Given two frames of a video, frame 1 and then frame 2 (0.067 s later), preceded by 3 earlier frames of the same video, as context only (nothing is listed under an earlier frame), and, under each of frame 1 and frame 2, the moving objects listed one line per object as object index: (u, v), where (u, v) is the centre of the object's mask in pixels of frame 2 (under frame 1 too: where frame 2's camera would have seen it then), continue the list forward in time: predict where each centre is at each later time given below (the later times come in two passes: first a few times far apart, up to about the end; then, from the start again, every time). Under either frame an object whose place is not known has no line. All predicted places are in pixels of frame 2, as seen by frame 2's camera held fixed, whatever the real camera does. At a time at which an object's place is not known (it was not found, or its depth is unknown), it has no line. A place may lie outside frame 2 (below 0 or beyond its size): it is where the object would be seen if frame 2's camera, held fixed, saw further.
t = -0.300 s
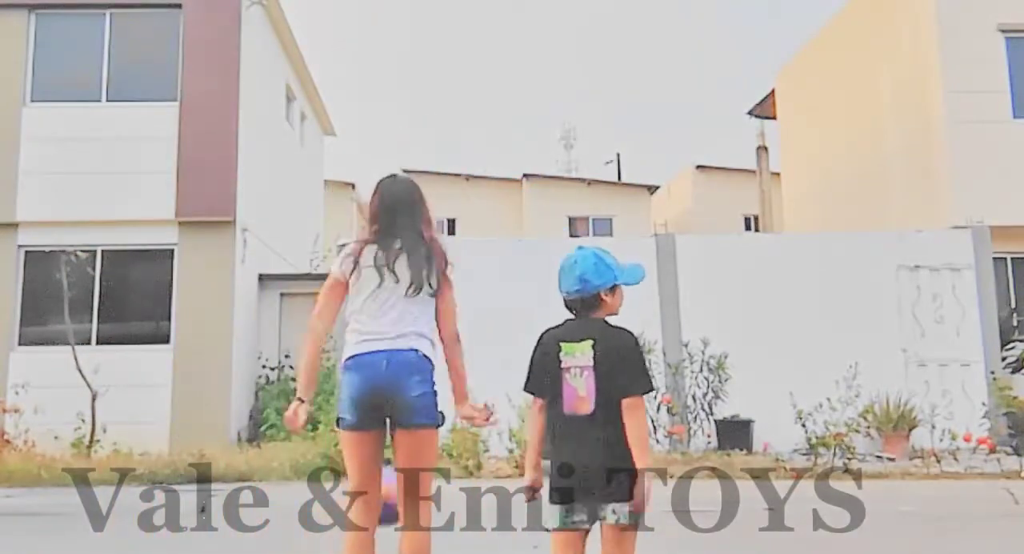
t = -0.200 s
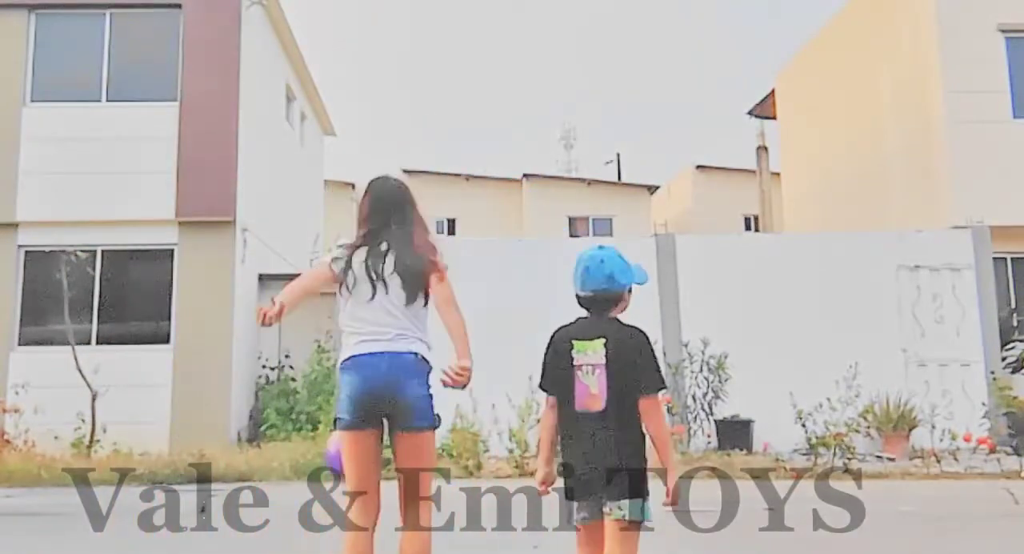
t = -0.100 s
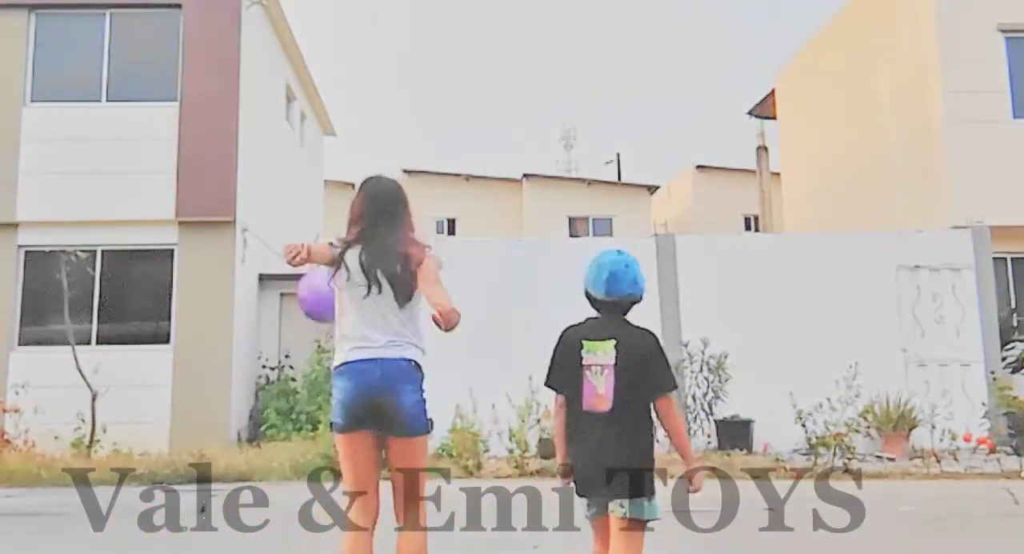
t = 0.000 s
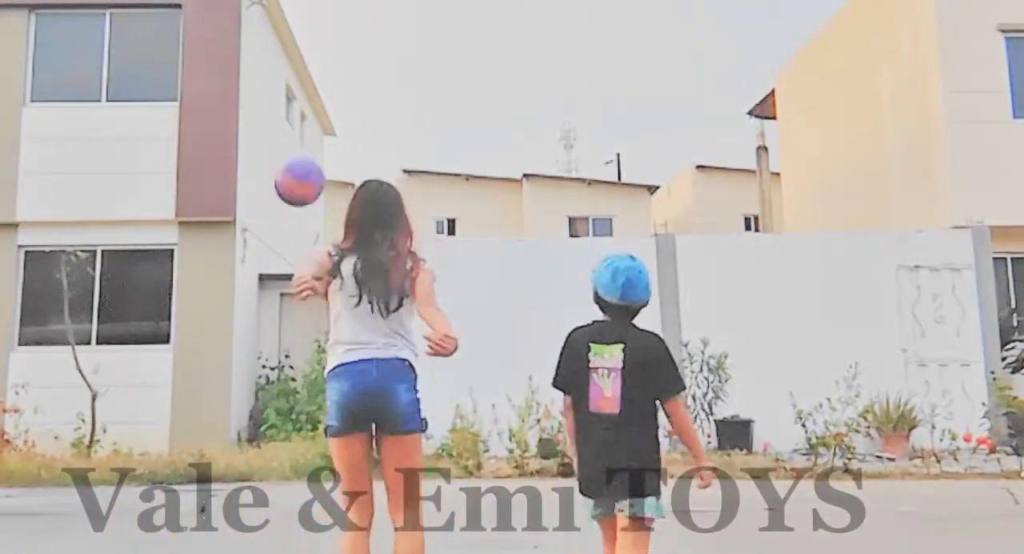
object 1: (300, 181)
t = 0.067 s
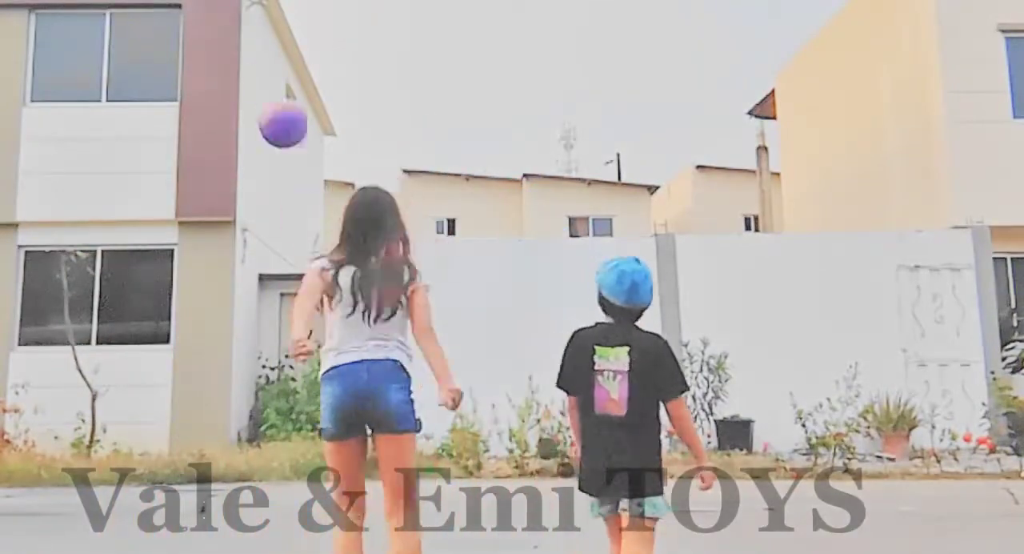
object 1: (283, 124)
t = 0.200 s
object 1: (252, 54)
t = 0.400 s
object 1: (211, 22)
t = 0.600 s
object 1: (168, 72)
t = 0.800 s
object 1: (126, 187)
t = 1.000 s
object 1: (76, 361)
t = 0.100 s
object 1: (275, 102)
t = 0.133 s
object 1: (267, 82)
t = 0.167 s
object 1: (259, 67)
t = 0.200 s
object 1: (252, 54)
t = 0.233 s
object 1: (245, 44)
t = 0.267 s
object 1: (239, 34)
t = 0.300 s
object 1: (231, 28)
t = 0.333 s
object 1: (225, 23)
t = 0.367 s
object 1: (217, 21)
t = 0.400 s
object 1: (211, 22)
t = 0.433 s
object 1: (203, 25)
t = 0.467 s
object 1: (196, 31)
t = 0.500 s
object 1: (188, 39)
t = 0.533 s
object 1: (181, 49)
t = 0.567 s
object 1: (175, 60)
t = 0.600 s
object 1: (168, 72)
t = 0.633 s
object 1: (161, 87)
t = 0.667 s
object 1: (154, 102)
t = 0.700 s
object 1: (148, 120)
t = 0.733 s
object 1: (140, 142)
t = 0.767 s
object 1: (132, 163)
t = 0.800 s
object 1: (126, 187)
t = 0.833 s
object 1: (118, 213)
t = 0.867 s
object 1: (112, 240)
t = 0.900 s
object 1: (104, 267)
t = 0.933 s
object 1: (98, 298)
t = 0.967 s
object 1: (87, 329)
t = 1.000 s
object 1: (76, 361)
